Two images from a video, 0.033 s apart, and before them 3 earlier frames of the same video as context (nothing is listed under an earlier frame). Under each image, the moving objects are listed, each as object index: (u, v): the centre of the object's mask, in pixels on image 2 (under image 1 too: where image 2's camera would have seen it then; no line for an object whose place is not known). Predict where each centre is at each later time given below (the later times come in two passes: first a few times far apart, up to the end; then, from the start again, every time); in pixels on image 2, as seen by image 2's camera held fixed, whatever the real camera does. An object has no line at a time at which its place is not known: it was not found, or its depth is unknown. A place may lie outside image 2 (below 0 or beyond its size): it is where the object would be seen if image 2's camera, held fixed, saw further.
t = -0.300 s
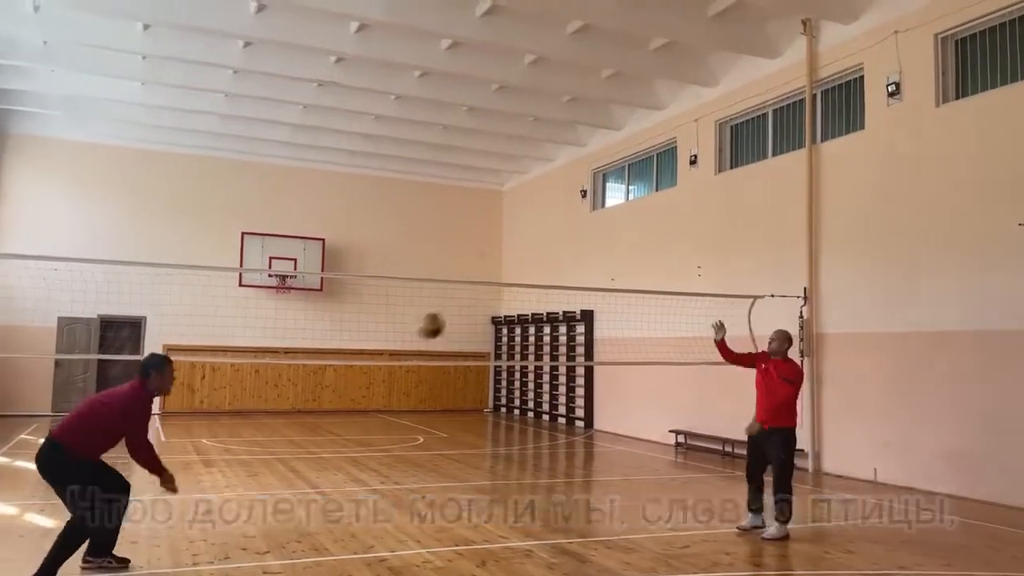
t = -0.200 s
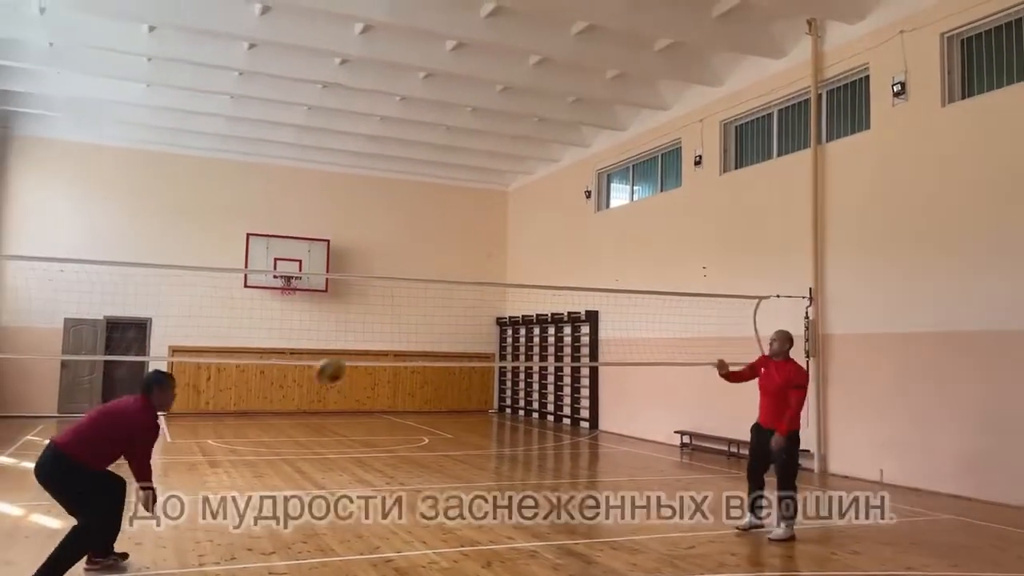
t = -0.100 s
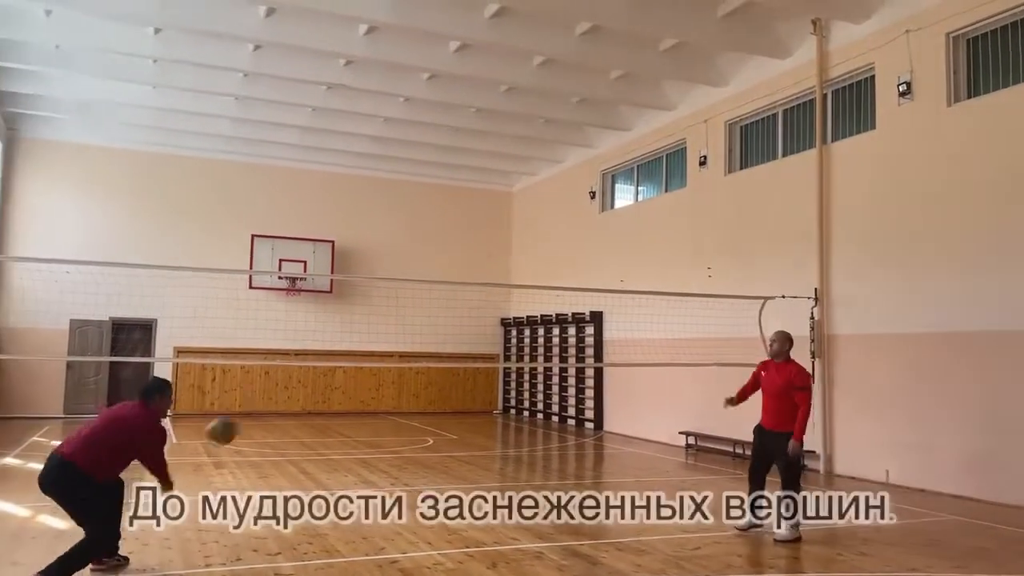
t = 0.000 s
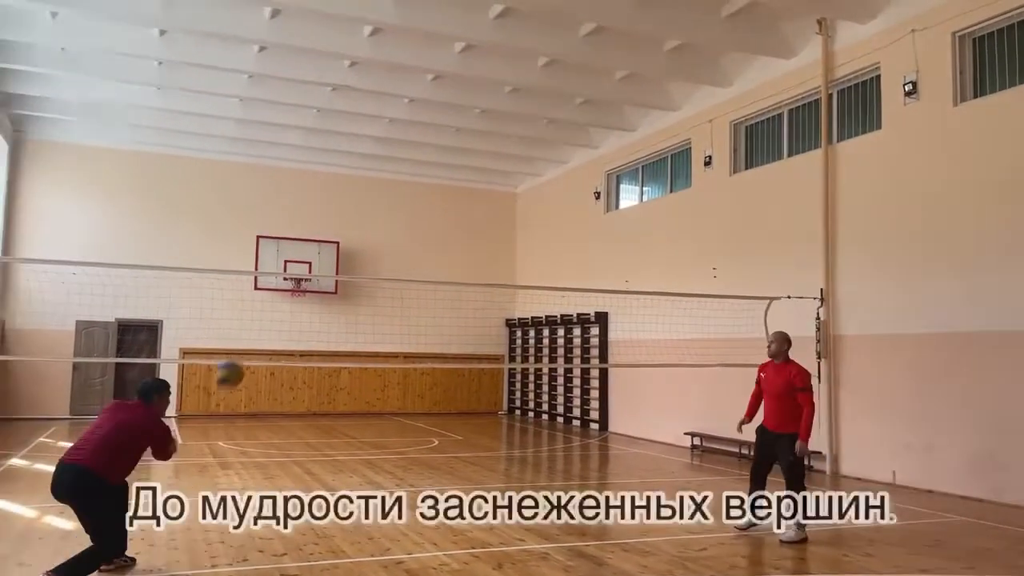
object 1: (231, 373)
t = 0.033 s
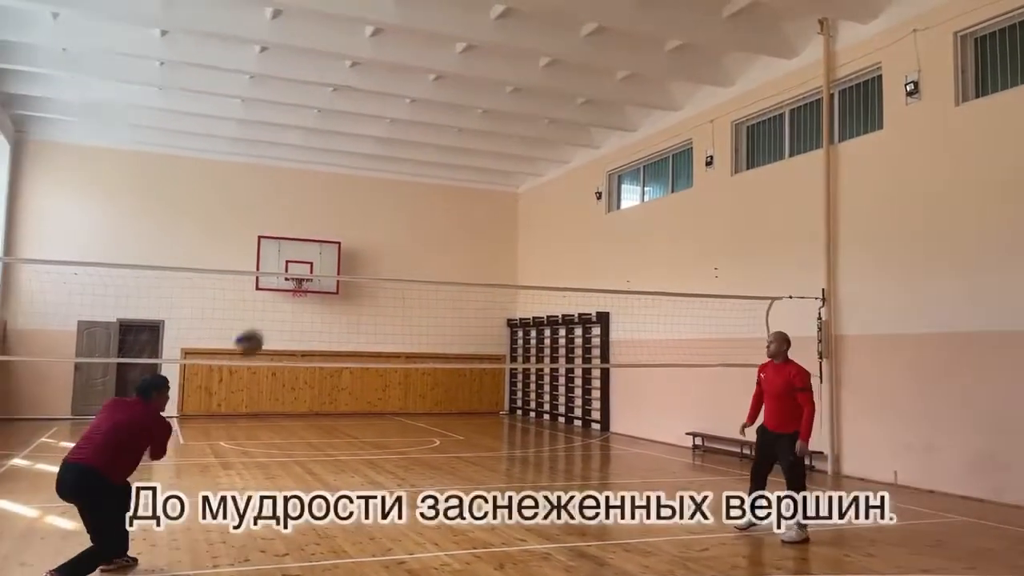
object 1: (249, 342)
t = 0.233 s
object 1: (341, 200)
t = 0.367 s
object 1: (393, 142)
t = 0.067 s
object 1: (266, 313)
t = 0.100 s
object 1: (282, 286)
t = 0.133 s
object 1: (298, 262)
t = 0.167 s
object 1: (314, 240)
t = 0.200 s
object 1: (327, 219)
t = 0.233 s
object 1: (341, 200)
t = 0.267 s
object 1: (355, 184)
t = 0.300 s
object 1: (369, 168)
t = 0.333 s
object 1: (381, 154)
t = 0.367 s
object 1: (393, 142)
